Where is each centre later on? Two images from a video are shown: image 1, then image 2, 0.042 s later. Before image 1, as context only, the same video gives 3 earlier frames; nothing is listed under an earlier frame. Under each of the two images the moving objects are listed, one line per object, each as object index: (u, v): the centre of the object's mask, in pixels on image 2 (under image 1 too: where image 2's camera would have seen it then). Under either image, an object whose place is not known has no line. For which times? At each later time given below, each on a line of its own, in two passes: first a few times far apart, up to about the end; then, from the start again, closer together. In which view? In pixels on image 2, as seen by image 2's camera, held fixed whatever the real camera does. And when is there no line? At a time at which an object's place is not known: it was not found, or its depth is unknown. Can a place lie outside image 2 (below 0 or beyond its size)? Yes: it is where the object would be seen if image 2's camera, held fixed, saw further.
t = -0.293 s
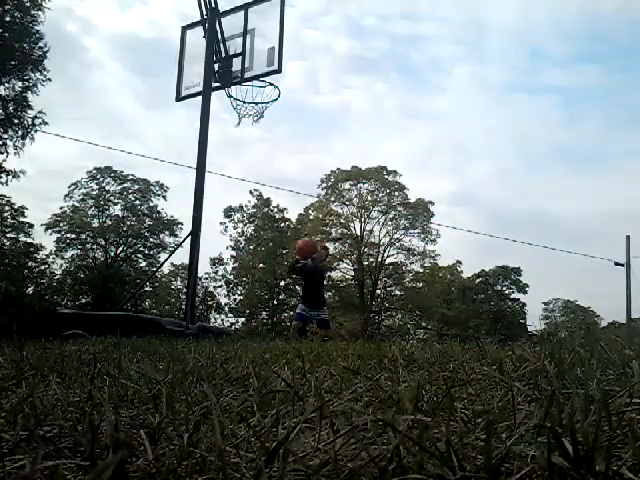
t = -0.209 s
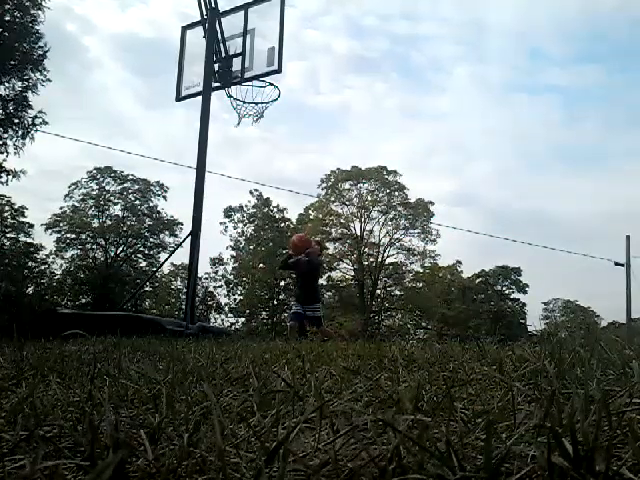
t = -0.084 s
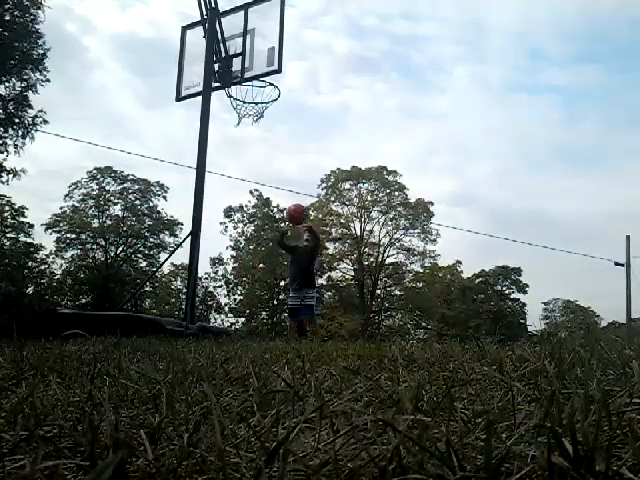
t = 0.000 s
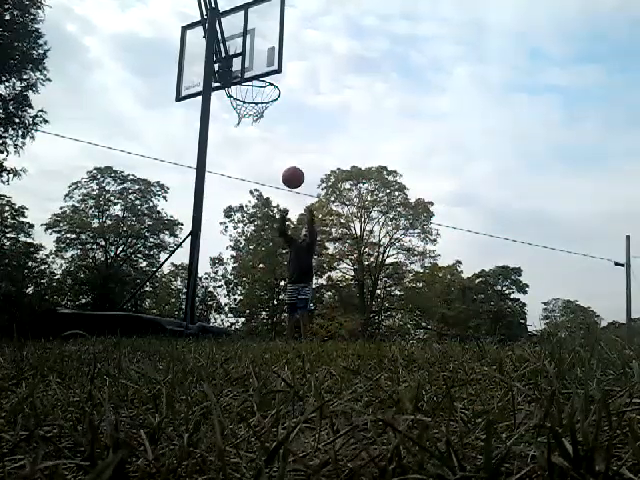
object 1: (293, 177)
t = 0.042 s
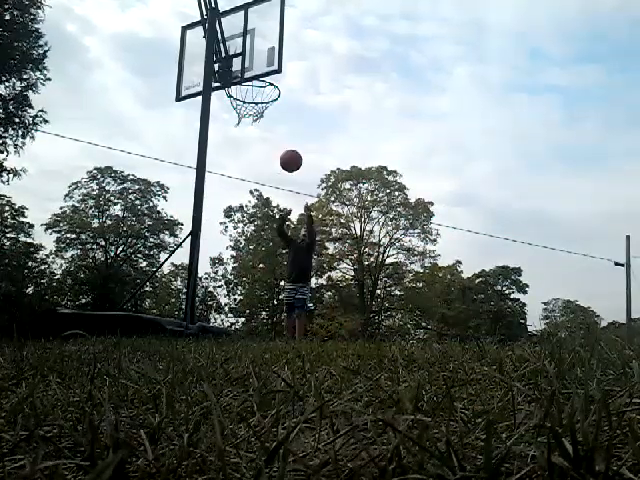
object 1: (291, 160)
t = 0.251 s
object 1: (276, 93)
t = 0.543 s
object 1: (243, 55)
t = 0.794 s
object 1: (267, 119)
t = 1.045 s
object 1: (239, 151)
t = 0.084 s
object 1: (288, 145)
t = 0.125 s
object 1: (285, 130)
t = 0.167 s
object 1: (283, 116)
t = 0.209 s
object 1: (280, 104)
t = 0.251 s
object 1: (276, 93)
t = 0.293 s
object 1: (273, 85)
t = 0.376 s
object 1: (263, 67)
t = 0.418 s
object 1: (258, 62)
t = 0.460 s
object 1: (255, 58)
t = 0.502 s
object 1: (251, 57)
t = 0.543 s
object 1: (243, 55)
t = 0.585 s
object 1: (243, 59)
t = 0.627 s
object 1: (256, 66)
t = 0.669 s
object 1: (255, 80)
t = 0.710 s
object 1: (259, 93)
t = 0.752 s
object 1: (264, 108)
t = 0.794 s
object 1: (267, 119)
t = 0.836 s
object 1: (264, 120)
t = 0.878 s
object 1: (259, 123)
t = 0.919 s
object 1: (255, 127)
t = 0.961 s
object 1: (250, 134)
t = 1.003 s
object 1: (245, 141)
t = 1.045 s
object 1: (239, 151)
